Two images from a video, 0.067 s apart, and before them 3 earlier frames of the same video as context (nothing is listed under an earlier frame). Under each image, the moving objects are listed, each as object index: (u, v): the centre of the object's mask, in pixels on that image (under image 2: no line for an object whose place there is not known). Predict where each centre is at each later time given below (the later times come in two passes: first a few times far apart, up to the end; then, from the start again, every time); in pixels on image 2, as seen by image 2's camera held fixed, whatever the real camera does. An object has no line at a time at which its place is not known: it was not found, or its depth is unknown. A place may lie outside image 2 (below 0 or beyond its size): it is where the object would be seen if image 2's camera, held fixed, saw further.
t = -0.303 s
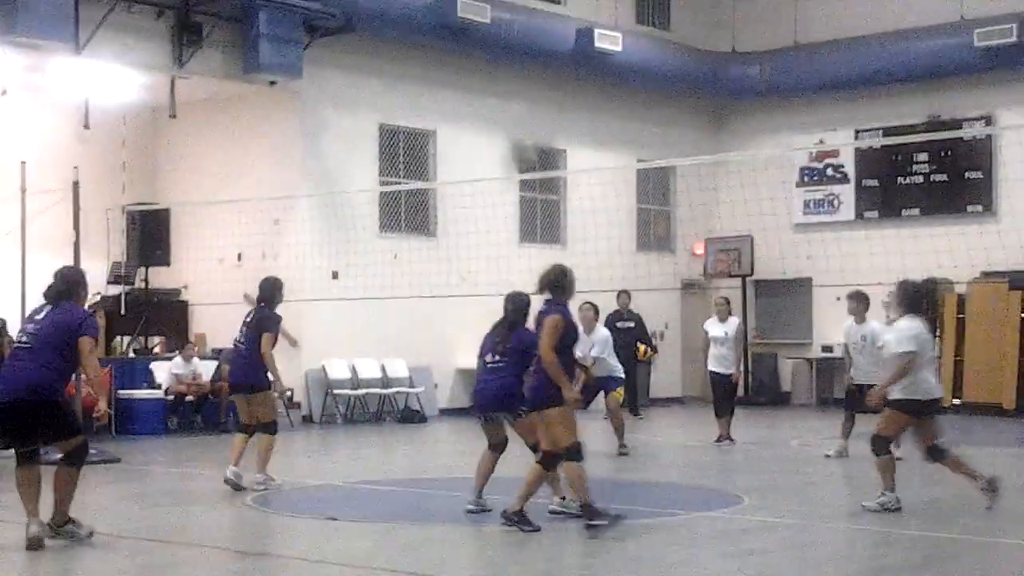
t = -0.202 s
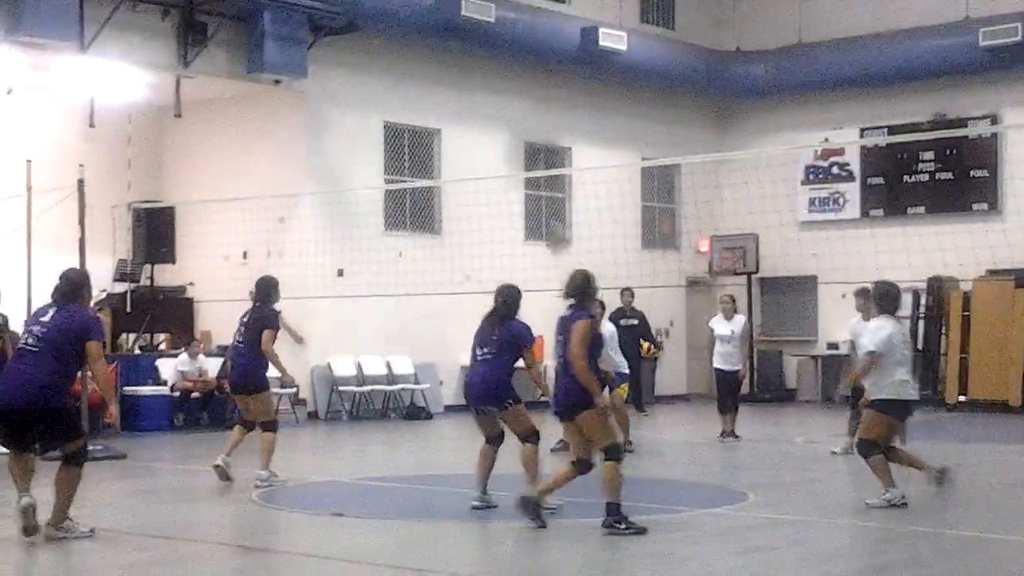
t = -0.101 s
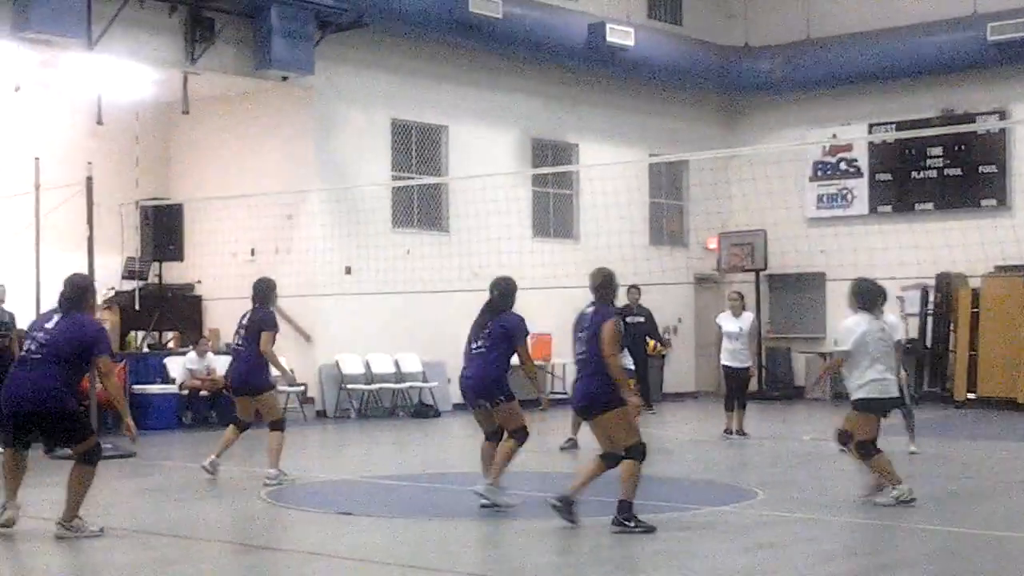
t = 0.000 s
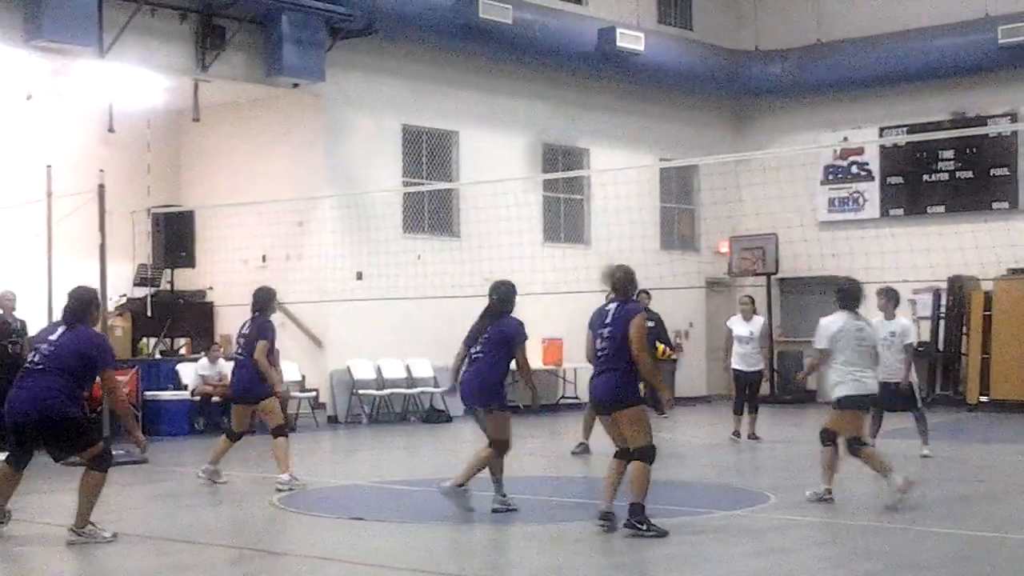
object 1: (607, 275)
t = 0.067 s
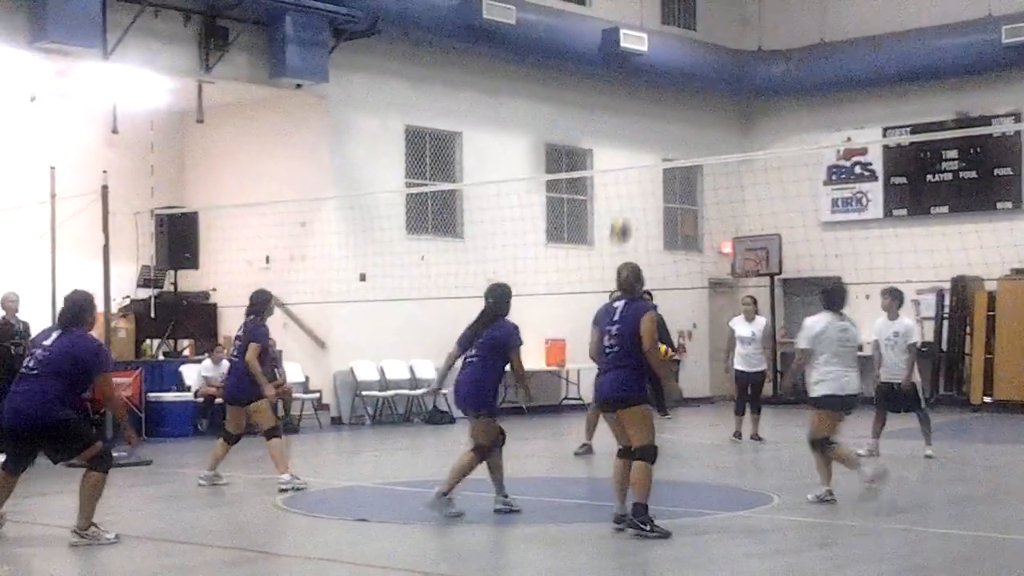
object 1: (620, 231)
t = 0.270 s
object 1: (641, 117)
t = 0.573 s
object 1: (673, 20)
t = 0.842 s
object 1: (707, 20)
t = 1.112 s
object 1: (744, 115)
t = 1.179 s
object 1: (755, 155)
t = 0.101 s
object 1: (624, 210)
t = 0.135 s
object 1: (627, 189)
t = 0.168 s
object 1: (630, 170)
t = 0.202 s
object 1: (633, 150)
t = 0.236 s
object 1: (637, 133)
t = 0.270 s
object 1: (641, 117)
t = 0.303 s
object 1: (644, 99)
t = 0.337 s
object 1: (648, 87)
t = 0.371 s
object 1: (650, 74)
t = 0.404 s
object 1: (654, 62)
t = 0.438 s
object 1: (658, 51)
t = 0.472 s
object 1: (661, 41)
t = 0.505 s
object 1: (666, 32)
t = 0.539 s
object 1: (669, 26)
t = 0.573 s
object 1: (673, 20)
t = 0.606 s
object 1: (677, 15)
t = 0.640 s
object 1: (681, 14)
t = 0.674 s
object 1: (684, 10)
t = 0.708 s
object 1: (688, 9)
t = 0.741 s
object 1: (692, 11)
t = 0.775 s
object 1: (697, 13)
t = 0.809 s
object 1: (703, 16)
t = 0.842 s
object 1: (707, 20)
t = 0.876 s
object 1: (712, 26)
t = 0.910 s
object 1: (714, 33)
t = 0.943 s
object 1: (721, 43)
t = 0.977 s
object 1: (725, 55)
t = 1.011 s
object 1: (729, 68)
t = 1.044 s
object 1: (734, 83)
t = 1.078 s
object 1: (739, 97)
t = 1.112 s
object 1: (744, 115)
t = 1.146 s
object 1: (749, 133)
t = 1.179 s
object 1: (755, 155)
